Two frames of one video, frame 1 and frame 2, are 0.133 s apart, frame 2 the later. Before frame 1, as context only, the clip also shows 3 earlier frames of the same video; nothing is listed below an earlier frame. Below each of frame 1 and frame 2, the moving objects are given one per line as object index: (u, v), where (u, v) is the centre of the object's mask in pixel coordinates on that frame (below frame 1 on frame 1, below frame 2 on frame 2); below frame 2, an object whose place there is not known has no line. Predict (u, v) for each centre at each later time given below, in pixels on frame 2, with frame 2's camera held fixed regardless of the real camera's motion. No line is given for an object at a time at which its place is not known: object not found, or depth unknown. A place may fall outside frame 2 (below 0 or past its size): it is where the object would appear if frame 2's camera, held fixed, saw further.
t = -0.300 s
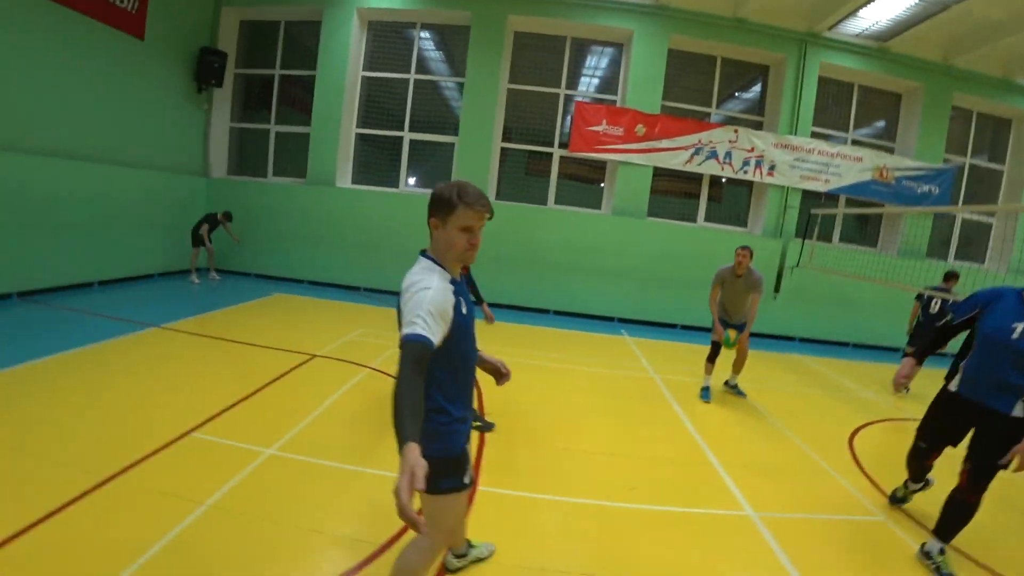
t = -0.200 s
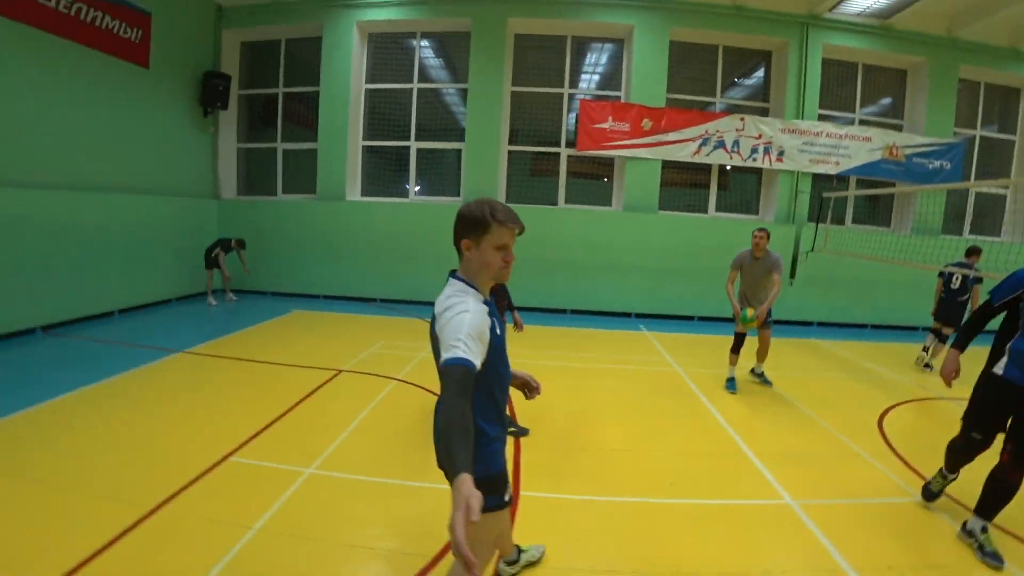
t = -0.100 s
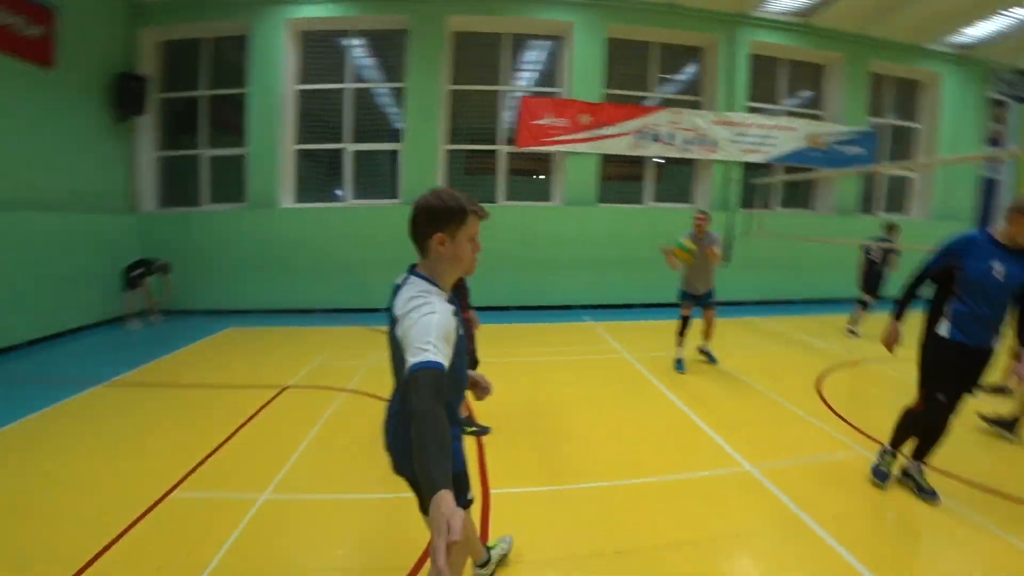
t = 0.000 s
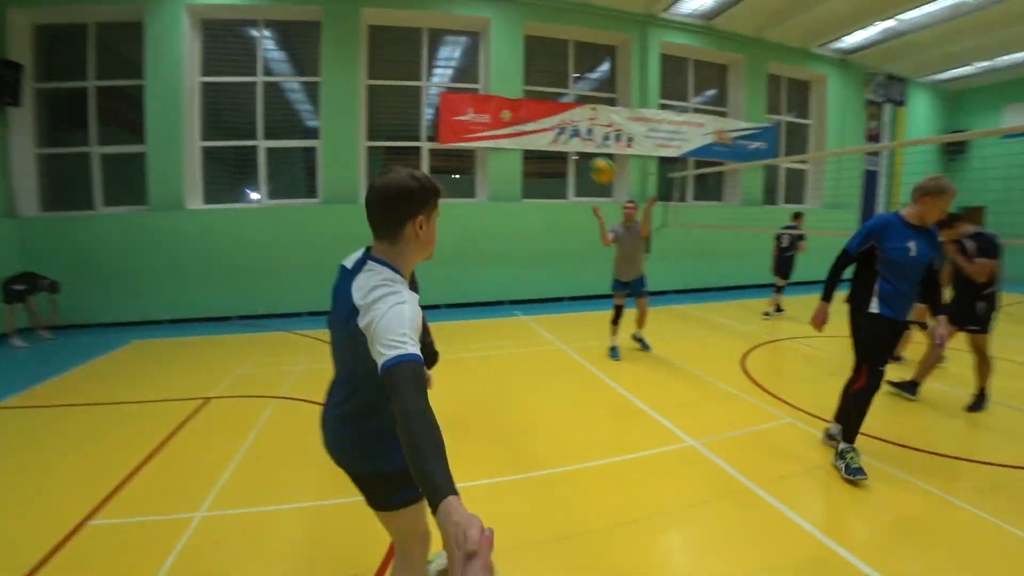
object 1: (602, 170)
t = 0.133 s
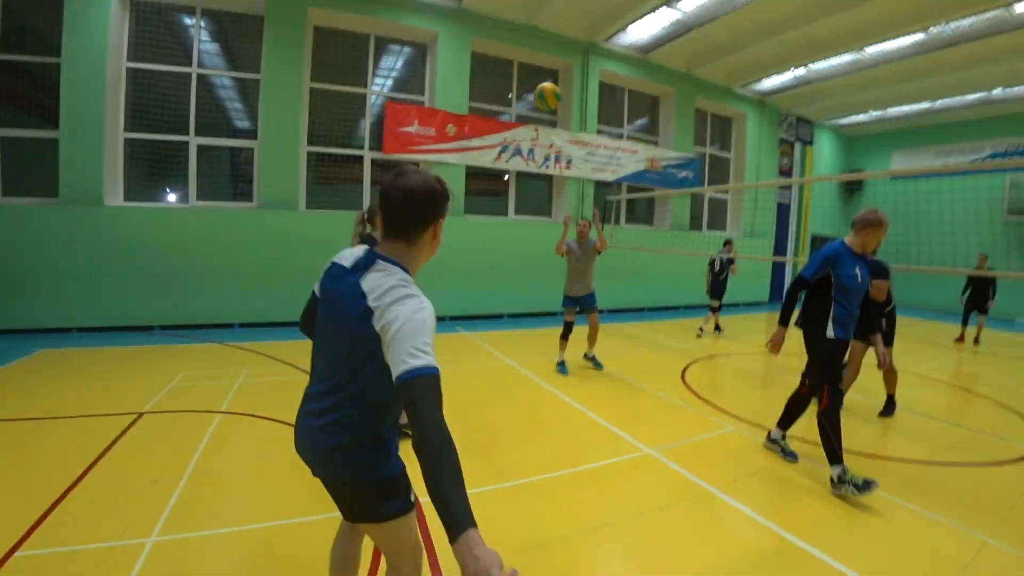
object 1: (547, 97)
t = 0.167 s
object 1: (548, 75)
